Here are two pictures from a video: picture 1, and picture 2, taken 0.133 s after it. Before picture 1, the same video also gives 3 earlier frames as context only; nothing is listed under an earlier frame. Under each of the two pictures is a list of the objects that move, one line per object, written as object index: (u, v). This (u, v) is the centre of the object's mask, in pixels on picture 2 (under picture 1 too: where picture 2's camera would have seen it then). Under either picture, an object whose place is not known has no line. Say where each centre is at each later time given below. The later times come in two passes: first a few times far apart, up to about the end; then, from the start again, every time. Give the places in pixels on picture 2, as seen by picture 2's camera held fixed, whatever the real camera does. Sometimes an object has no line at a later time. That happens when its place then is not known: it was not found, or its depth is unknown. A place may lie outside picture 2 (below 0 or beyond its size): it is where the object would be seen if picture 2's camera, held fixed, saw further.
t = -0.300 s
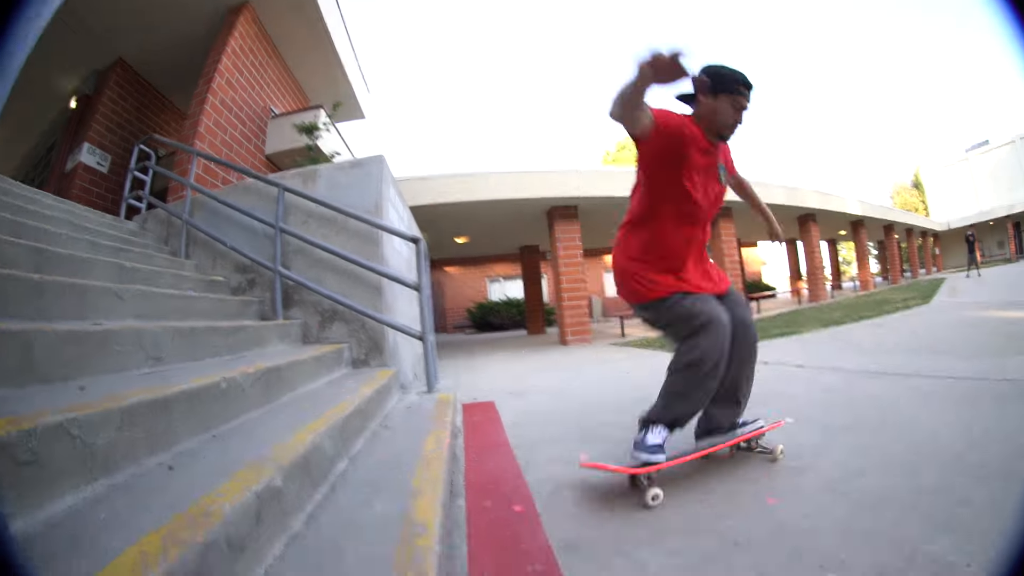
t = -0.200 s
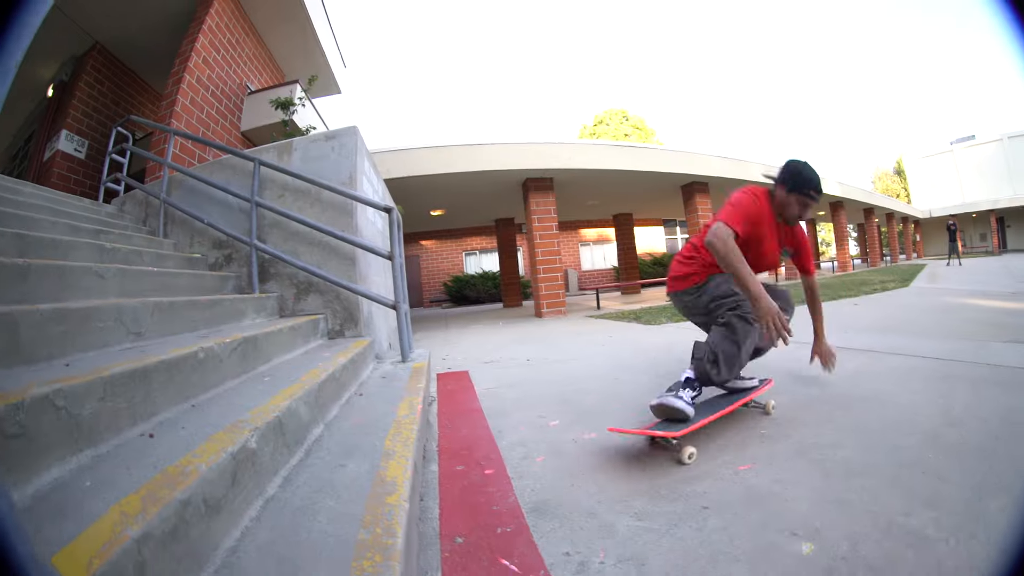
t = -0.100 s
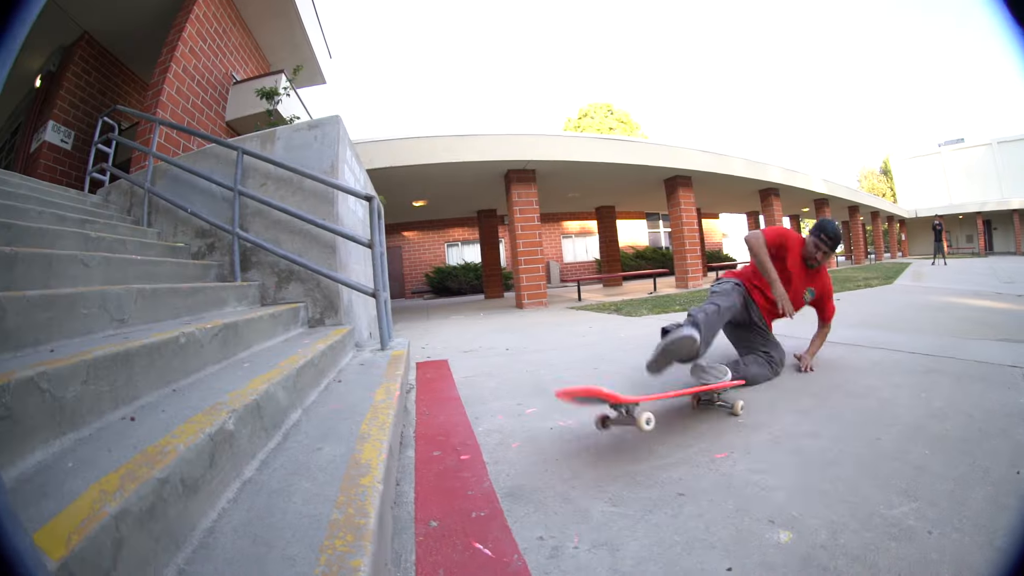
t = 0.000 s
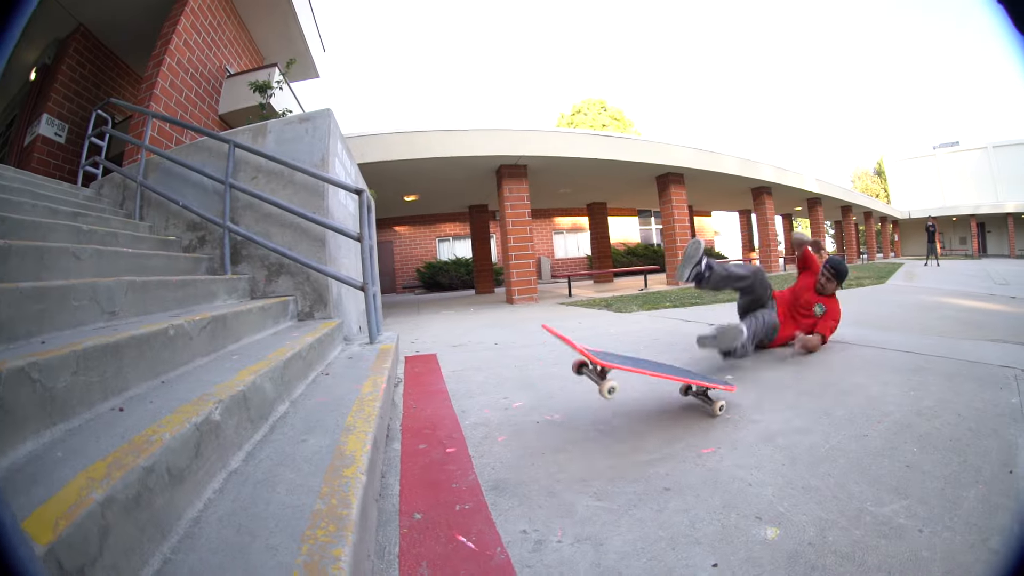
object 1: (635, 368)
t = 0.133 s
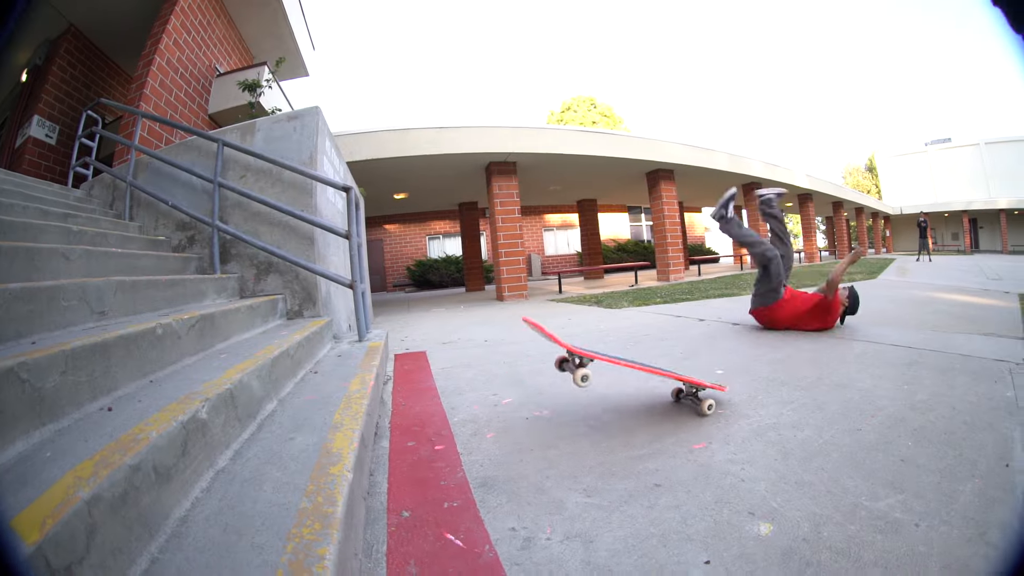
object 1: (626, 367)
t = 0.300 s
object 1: (621, 391)
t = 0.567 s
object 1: (623, 392)
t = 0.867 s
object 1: (630, 393)
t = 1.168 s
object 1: (641, 392)
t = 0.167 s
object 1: (626, 373)
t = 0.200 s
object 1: (622, 378)
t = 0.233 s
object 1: (620, 385)
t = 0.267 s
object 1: (619, 395)
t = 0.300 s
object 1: (621, 391)
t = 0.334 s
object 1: (622, 388)
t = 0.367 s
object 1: (621, 387)
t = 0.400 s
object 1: (621, 388)
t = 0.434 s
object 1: (621, 390)
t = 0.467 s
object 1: (621, 395)
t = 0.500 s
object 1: (622, 392)
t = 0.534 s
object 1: (622, 391)
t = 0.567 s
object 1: (623, 392)
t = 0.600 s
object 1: (623, 394)
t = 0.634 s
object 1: (624, 393)
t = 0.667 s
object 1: (625, 393)
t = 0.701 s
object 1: (625, 393)
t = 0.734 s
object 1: (626, 393)
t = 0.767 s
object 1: (627, 393)
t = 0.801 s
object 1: (628, 393)
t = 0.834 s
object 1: (629, 393)
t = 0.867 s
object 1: (630, 393)
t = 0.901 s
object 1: (631, 393)
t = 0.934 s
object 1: (632, 393)
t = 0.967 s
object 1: (634, 393)
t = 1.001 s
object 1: (635, 393)
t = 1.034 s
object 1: (636, 392)
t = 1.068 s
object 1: (637, 392)
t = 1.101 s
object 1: (638, 392)
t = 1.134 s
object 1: (640, 392)
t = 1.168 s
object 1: (641, 392)
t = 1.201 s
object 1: (643, 392)
